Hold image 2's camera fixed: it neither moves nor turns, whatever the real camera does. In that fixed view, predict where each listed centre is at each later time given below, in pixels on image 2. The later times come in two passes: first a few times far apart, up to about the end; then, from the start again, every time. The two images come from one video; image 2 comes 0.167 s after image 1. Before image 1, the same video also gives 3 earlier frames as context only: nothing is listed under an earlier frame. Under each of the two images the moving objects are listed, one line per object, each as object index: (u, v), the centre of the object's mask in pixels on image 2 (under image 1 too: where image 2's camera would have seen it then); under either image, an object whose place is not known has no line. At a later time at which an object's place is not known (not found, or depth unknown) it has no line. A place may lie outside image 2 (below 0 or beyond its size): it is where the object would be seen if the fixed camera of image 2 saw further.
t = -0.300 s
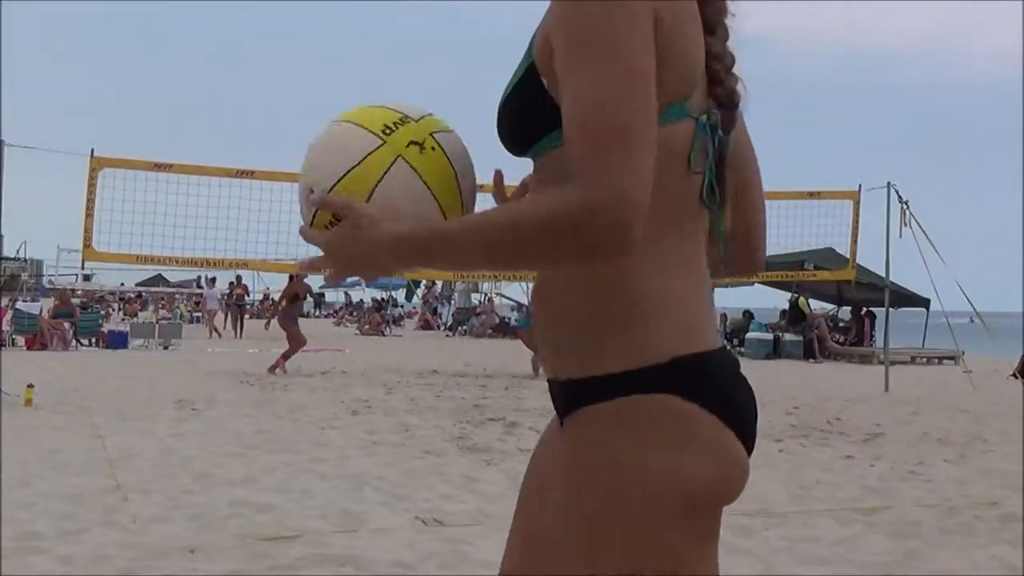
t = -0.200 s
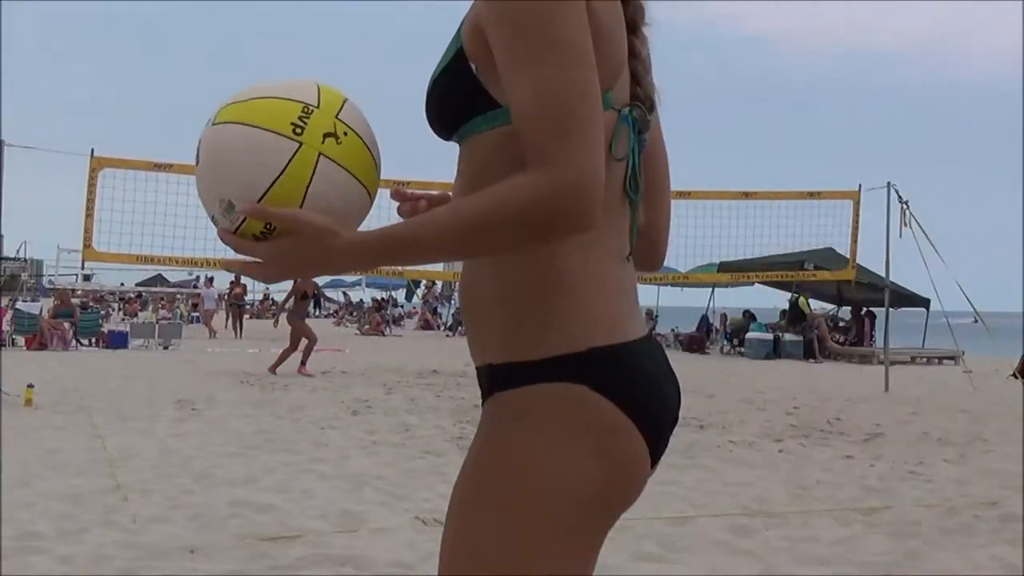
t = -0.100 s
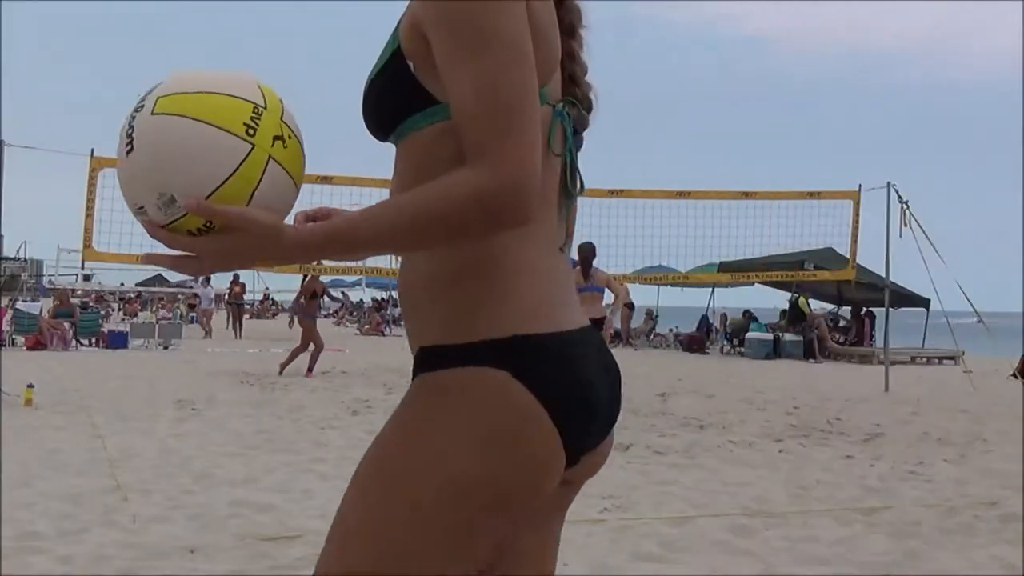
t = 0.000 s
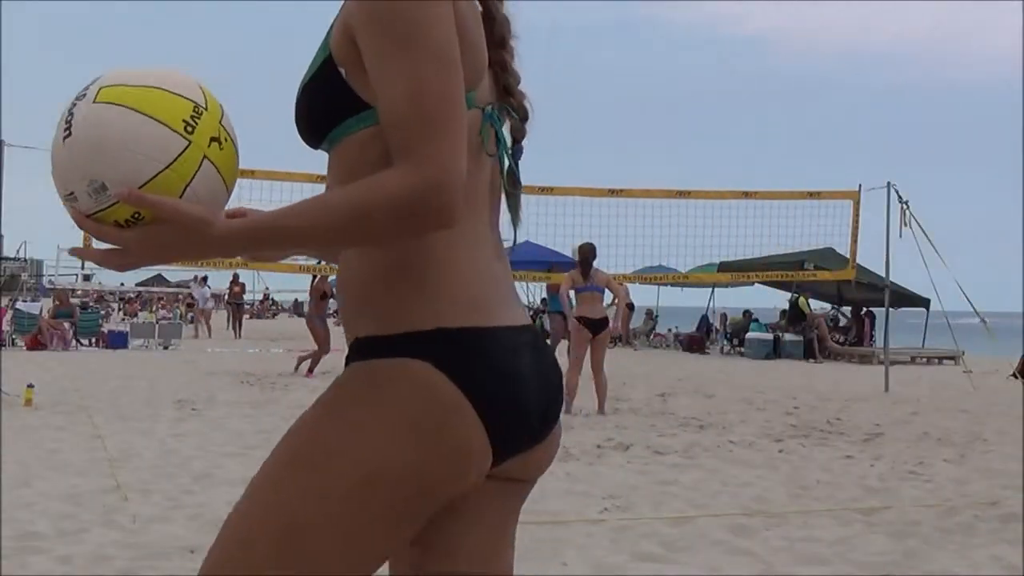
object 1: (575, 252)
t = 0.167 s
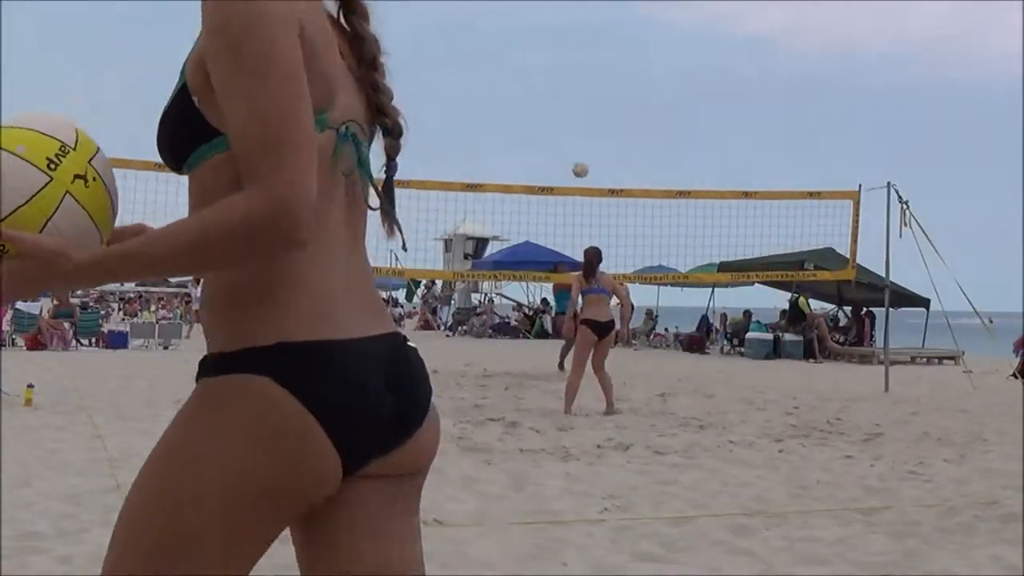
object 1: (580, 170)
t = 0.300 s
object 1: (579, 118)
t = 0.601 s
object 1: (578, 46)
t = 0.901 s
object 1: (576, 41)
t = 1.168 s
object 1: (574, 97)
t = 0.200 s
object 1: (580, 156)
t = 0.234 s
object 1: (580, 143)
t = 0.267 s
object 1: (579, 130)
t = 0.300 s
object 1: (579, 118)
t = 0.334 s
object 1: (579, 107)
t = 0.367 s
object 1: (579, 96)
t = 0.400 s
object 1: (579, 87)
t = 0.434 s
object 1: (579, 78)
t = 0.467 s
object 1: (579, 70)
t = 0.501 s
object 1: (579, 63)
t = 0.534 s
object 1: (578, 57)
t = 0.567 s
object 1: (578, 51)
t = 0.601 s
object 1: (578, 46)
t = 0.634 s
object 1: (578, 43)
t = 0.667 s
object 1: (578, 40)
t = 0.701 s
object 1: (577, 37)
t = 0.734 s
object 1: (577, 36)
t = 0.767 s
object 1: (577, 36)
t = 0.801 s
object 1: (577, 36)
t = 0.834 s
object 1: (577, 36)
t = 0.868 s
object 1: (577, 38)
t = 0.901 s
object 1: (576, 41)
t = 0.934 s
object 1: (576, 45)
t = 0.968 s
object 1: (576, 50)
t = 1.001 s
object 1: (576, 55)
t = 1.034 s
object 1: (575, 61)
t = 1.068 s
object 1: (575, 69)
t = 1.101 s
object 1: (575, 78)
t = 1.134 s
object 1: (574, 87)
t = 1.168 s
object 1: (574, 97)
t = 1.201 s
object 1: (574, 108)
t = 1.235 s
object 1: (573, 120)
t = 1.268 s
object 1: (573, 133)
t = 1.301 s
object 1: (572, 147)
